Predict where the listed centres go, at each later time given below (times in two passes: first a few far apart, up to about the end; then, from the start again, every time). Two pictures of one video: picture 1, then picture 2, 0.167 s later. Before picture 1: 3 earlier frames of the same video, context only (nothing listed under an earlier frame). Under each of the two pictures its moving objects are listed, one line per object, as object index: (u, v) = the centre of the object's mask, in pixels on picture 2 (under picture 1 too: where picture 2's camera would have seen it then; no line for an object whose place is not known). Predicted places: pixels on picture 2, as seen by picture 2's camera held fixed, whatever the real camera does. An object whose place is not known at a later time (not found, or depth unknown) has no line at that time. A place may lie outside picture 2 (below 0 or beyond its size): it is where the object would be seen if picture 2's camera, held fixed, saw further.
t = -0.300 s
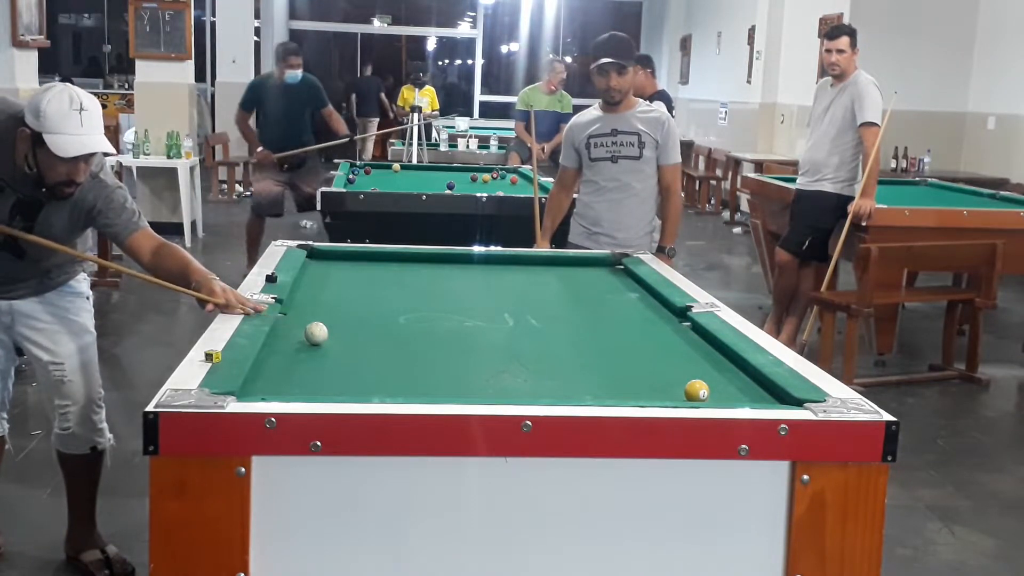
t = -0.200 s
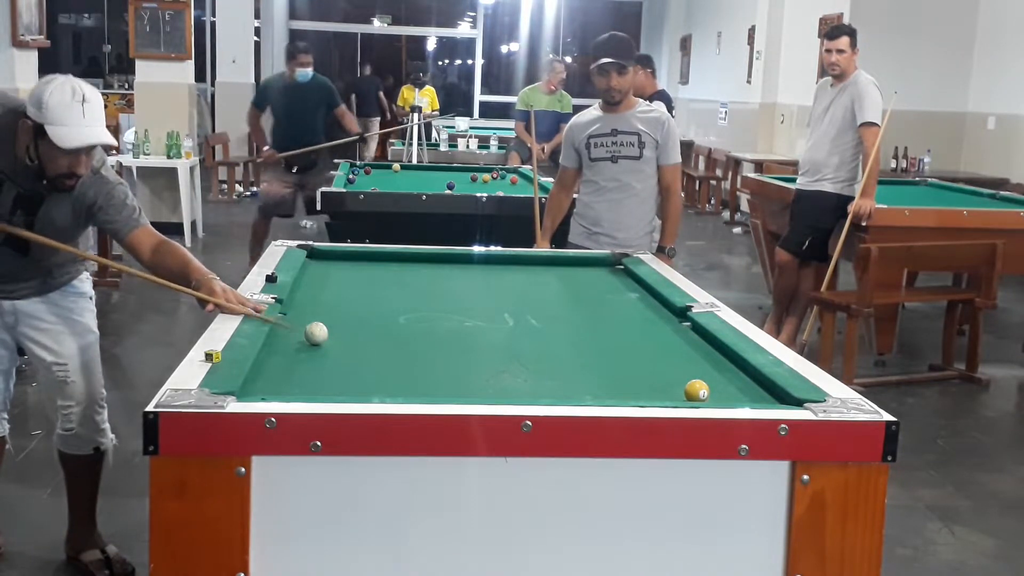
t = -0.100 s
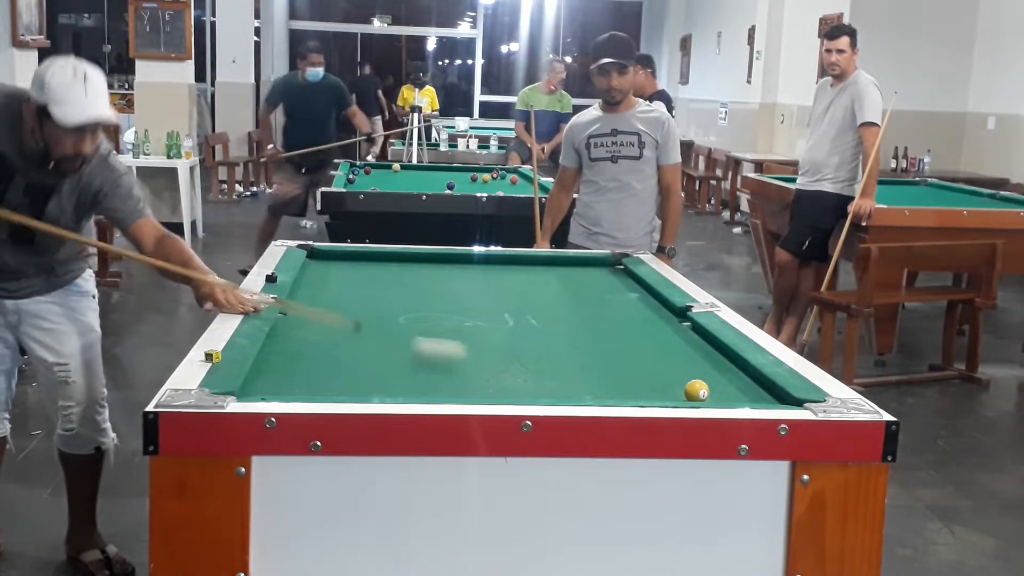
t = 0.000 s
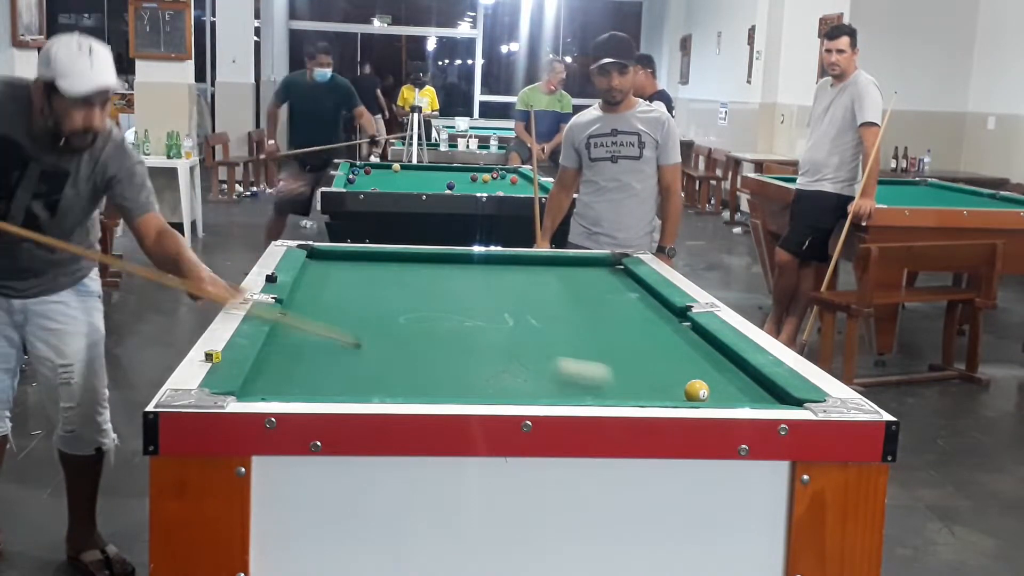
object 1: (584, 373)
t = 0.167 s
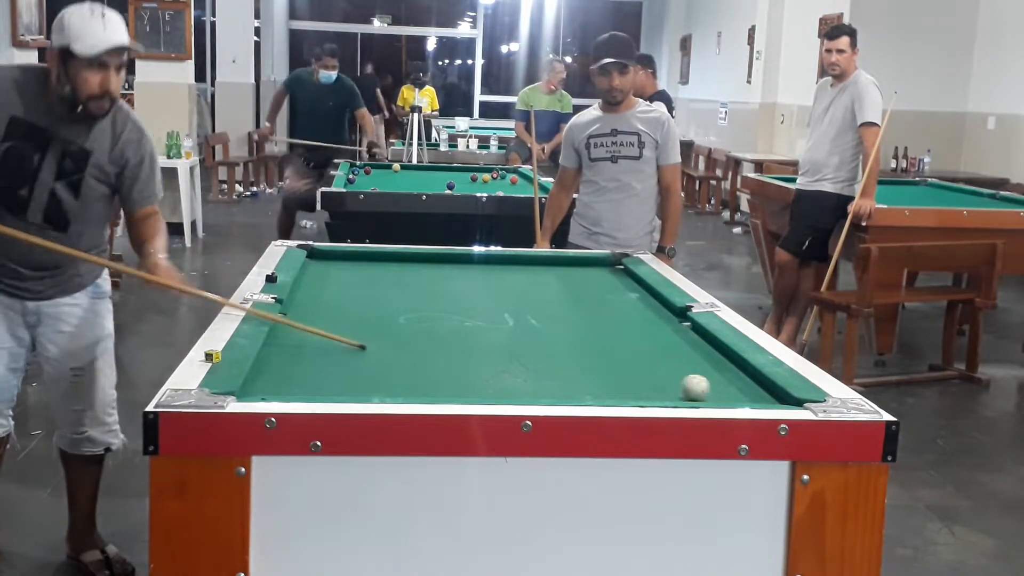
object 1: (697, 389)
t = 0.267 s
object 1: (713, 389)
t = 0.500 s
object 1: (752, 390)
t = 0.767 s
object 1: (749, 389)
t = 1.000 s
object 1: (724, 387)
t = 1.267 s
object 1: (700, 385)
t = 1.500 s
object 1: (682, 384)
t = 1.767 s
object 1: (666, 383)
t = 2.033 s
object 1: (654, 382)
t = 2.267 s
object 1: (646, 382)
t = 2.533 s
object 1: (641, 381)
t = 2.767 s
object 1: (640, 380)
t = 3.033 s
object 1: (641, 380)
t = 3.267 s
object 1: (641, 380)
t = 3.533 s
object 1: (642, 380)
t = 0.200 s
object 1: (702, 389)
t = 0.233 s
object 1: (707, 389)
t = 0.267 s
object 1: (713, 389)
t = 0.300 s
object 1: (718, 389)
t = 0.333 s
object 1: (724, 389)
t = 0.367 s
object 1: (730, 389)
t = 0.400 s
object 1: (735, 389)
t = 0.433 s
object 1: (740, 390)
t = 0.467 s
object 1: (746, 390)
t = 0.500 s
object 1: (752, 390)
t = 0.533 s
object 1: (757, 390)
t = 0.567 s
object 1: (762, 390)
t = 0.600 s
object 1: (766, 390)
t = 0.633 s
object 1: (764, 389)
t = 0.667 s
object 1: (760, 389)
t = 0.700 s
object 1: (756, 389)
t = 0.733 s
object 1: (752, 389)
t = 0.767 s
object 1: (749, 389)
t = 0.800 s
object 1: (745, 389)
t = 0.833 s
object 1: (741, 389)
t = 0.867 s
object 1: (738, 388)
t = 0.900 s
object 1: (734, 388)
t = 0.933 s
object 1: (731, 387)
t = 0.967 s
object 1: (728, 387)
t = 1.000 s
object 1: (724, 387)
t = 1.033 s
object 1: (721, 387)
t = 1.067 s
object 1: (718, 387)
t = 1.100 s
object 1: (715, 386)
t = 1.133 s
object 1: (712, 386)
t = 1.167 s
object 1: (709, 386)
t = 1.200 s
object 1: (706, 386)
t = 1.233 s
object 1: (703, 385)
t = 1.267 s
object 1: (700, 385)
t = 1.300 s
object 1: (698, 385)
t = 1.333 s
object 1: (695, 385)
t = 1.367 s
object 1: (692, 384)
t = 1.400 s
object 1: (689, 384)
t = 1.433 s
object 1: (687, 384)
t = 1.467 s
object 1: (685, 384)
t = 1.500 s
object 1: (682, 384)
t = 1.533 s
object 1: (680, 383)
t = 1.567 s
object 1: (678, 383)
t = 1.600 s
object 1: (676, 384)
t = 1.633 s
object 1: (674, 384)
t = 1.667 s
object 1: (671, 383)
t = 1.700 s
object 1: (669, 383)
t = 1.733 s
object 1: (668, 383)
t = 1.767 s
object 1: (666, 383)
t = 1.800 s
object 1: (664, 382)
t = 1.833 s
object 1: (662, 382)
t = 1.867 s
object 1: (661, 382)
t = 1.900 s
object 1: (660, 382)
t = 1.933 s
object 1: (658, 382)
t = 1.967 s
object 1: (656, 382)
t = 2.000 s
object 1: (656, 382)
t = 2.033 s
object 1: (654, 382)
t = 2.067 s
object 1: (652, 382)
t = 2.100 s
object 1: (651, 381)
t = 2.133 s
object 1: (651, 382)
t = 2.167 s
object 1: (649, 381)
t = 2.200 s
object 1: (648, 382)
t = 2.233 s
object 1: (647, 382)
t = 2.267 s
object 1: (646, 382)
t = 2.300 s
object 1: (646, 382)
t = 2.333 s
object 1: (645, 382)
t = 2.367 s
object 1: (644, 382)
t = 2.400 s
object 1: (644, 381)
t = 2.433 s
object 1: (643, 381)
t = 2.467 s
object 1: (642, 381)
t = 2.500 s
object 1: (642, 381)
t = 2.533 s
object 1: (641, 381)
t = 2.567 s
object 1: (641, 381)
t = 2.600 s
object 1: (641, 381)
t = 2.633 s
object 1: (641, 381)
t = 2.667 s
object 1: (640, 380)
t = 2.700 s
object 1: (640, 380)
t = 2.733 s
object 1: (640, 380)
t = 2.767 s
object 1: (640, 380)
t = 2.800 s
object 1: (640, 380)
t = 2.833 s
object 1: (640, 380)
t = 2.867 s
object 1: (640, 380)
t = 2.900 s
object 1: (641, 380)
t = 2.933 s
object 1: (641, 380)
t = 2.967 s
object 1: (641, 380)
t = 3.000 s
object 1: (641, 380)
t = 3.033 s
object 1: (641, 380)
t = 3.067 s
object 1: (641, 380)
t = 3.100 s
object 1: (641, 380)
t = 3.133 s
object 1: (641, 380)
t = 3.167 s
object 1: (641, 380)
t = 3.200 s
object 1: (641, 380)
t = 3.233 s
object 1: (641, 380)
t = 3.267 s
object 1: (641, 380)
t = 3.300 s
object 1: (642, 380)
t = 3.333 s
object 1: (642, 380)
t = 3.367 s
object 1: (641, 380)
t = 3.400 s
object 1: (641, 380)
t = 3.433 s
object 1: (641, 380)
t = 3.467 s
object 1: (641, 380)
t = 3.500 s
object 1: (642, 380)
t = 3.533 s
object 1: (642, 380)
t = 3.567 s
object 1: (642, 380)
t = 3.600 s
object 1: (642, 380)
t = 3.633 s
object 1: (642, 380)
